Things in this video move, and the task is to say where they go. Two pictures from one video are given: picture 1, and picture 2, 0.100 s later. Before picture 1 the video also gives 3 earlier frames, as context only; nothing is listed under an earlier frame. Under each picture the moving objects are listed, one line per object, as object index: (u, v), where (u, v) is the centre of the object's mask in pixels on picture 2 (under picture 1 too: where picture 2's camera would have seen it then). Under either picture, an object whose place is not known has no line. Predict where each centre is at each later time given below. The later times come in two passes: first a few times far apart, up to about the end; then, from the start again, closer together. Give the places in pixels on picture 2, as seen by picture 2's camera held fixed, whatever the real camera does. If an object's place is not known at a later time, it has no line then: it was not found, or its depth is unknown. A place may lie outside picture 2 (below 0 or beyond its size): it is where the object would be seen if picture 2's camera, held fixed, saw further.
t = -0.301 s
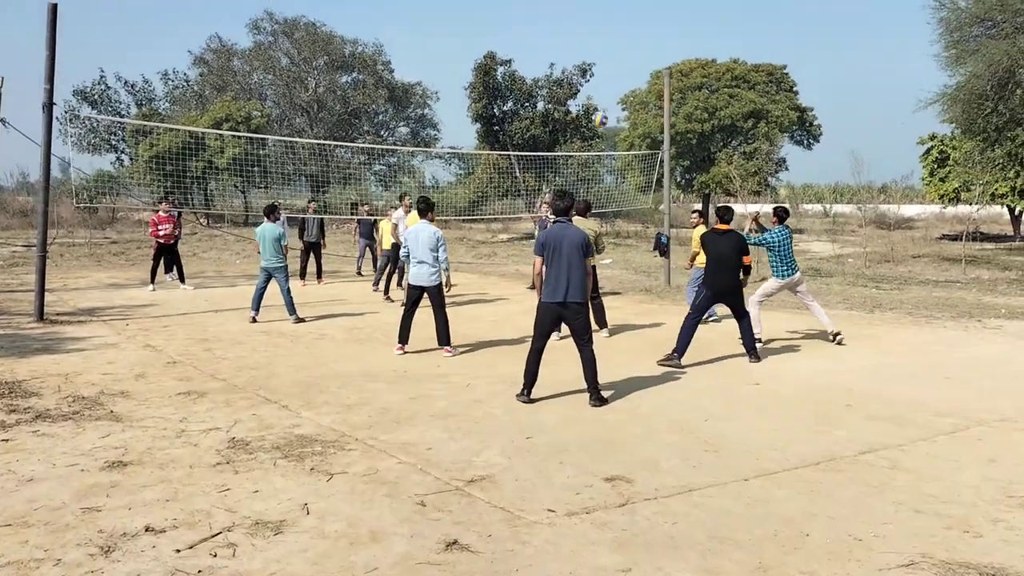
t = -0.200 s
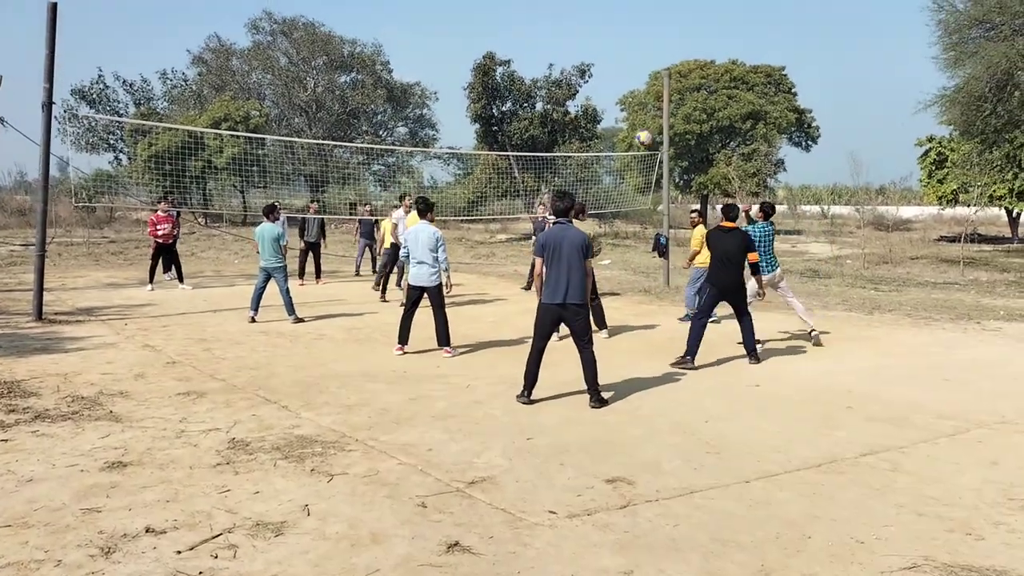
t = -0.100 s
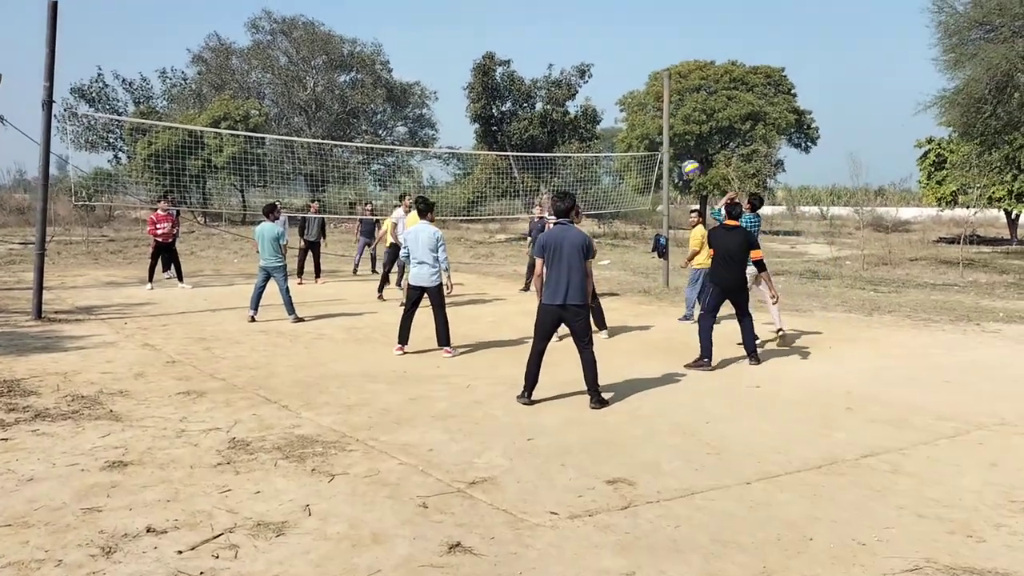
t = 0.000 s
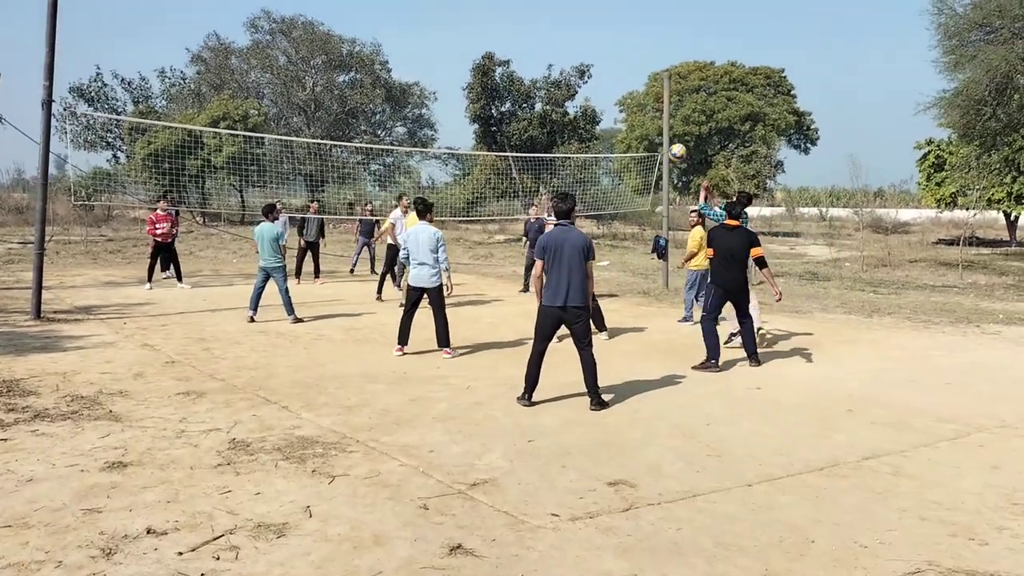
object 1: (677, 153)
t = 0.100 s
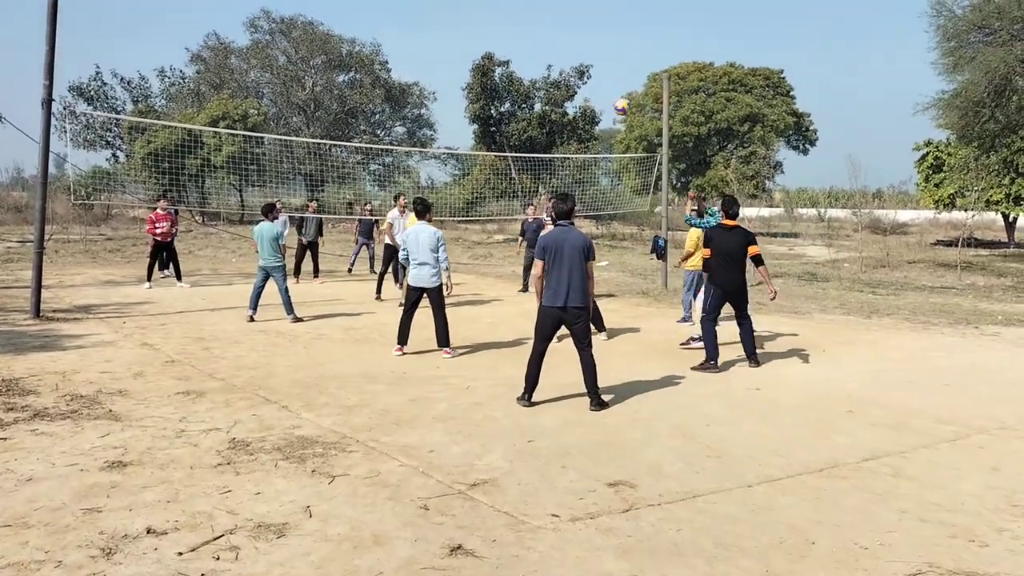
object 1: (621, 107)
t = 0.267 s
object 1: (542, 57)
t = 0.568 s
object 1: (422, 32)
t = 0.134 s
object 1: (605, 95)
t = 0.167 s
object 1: (589, 83)
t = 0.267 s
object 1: (542, 57)
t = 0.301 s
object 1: (527, 51)
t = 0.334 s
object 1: (513, 45)
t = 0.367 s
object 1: (499, 41)
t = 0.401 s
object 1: (485, 37)
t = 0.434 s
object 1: (472, 35)
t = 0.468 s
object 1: (459, 33)
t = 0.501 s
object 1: (446, 32)
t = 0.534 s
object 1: (434, 31)
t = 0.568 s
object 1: (422, 32)
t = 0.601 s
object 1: (411, 34)
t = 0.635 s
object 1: (400, 36)
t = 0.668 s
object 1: (389, 39)
